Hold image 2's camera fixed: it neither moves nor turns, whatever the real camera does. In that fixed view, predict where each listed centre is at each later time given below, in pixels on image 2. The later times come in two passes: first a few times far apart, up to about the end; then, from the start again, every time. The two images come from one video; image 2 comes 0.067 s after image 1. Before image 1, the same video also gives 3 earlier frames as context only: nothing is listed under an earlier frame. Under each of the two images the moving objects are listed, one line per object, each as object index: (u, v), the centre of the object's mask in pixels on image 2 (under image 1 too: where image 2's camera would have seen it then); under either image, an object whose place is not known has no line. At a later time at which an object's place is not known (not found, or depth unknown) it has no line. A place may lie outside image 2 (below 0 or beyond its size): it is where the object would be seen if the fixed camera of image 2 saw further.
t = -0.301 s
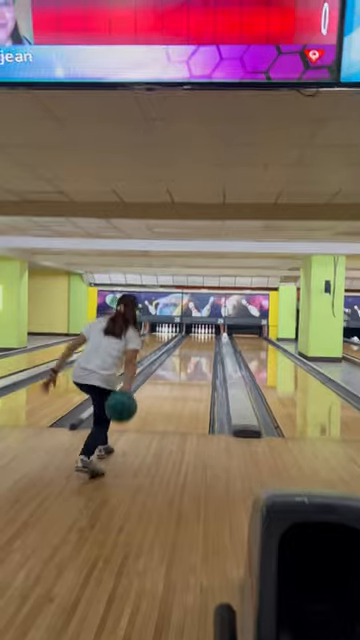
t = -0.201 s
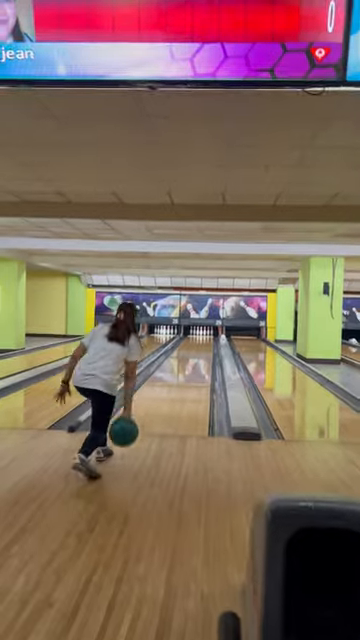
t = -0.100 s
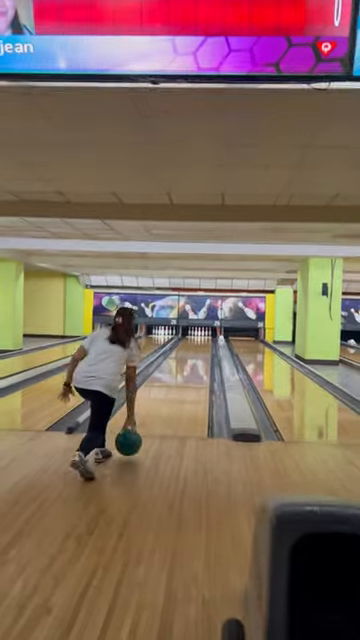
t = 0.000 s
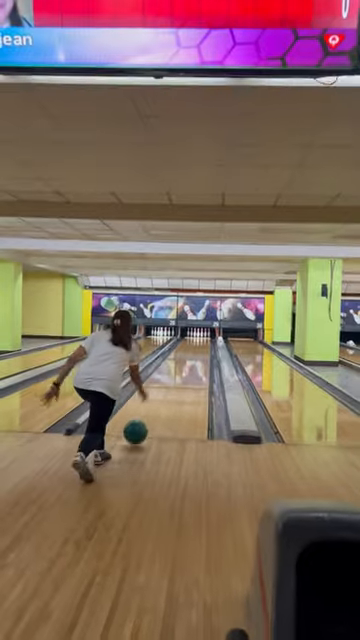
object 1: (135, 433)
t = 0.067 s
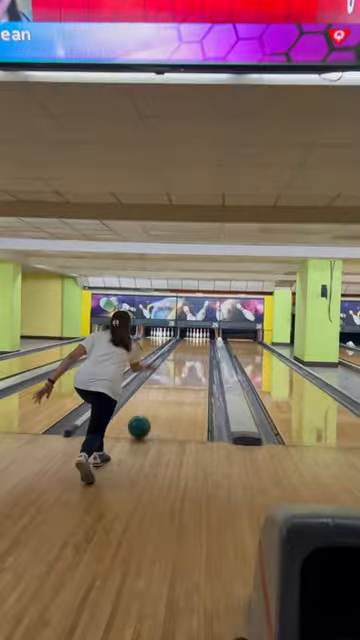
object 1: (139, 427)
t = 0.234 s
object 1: (148, 411)
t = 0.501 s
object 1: (158, 392)
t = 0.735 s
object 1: (164, 381)
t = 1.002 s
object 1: (170, 372)
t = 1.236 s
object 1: (174, 367)
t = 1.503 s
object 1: (178, 361)
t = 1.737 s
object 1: (180, 357)
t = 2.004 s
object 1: (183, 353)
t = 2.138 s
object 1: (184, 352)
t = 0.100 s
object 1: (141, 422)
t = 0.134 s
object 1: (143, 420)
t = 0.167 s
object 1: (144, 416)
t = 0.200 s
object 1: (146, 414)
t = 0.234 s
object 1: (148, 411)
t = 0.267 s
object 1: (149, 408)
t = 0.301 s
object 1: (151, 405)
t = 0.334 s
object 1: (152, 403)
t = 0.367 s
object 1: (153, 401)
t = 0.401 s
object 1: (155, 399)
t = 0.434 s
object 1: (156, 396)
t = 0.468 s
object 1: (157, 394)
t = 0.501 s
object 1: (158, 392)
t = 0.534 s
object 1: (159, 391)
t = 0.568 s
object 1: (160, 389)
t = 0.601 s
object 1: (161, 387)
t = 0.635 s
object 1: (162, 386)
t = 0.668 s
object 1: (163, 384)
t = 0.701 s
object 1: (164, 383)
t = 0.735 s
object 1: (164, 381)
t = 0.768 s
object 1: (165, 380)
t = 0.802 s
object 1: (166, 379)
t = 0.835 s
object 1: (167, 378)
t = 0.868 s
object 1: (167, 377)
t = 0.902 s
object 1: (168, 375)
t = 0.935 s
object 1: (169, 374)
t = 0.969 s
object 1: (169, 373)
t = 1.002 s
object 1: (170, 372)
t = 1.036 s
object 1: (171, 372)
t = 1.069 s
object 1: (171, 371)
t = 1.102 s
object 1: (172, 370)
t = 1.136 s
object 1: (172, 369)
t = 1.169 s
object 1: (173, 369)
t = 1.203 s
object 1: (173, 368)
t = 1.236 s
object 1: (174, 367)
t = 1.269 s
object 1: (175, 366)
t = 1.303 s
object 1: (175, 365)
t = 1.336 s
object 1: (176, 364)
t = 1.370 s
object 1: (176, 364)
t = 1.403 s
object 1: (177, 363)
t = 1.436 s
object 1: (177, 362)
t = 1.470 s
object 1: (178, 362)
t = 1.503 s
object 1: (178, 361)
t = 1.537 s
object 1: (178, 361)
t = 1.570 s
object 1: (179, 360)
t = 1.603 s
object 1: (179, 359)
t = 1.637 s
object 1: (179, 359)
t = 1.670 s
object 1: (180, 358)
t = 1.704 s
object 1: (180, 358)
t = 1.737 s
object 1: (180, 357)
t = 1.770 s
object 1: (180, 357)
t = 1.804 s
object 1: (181, 356)
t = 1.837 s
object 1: (182, 355)
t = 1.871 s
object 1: (182, 355)
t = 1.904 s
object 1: (183, 354)
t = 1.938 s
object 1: (183, 354)
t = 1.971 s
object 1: (183, 354)
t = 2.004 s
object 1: (183, 353)
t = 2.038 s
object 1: (184, 353)
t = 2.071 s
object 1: (184, 352)
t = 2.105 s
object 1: (184, 352)
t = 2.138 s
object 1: (184, 352)
